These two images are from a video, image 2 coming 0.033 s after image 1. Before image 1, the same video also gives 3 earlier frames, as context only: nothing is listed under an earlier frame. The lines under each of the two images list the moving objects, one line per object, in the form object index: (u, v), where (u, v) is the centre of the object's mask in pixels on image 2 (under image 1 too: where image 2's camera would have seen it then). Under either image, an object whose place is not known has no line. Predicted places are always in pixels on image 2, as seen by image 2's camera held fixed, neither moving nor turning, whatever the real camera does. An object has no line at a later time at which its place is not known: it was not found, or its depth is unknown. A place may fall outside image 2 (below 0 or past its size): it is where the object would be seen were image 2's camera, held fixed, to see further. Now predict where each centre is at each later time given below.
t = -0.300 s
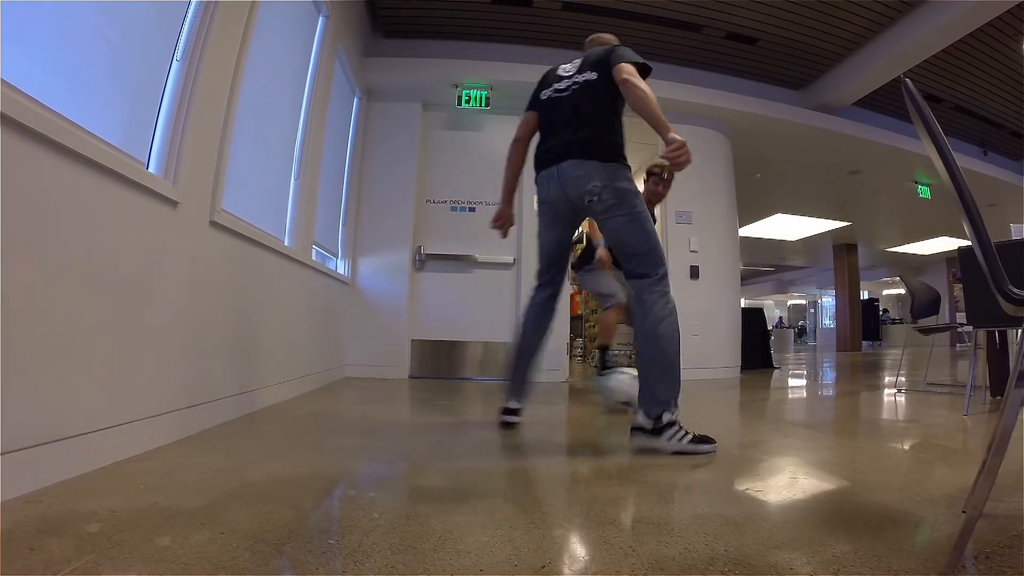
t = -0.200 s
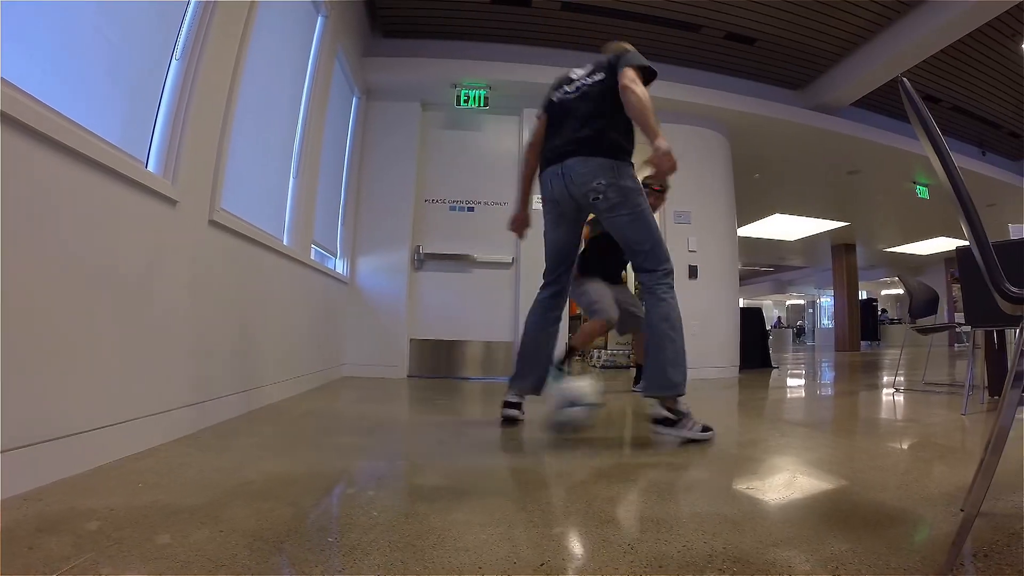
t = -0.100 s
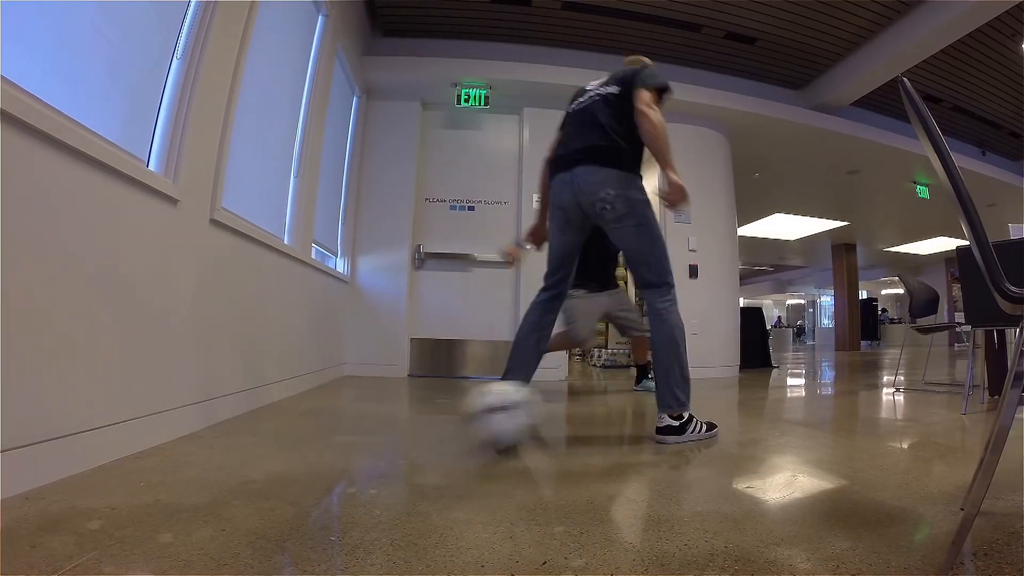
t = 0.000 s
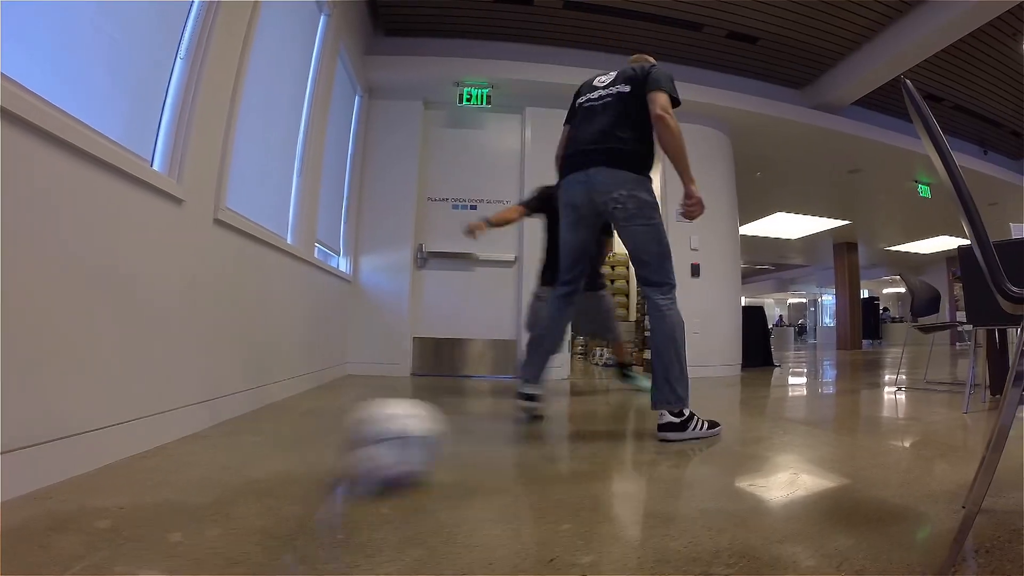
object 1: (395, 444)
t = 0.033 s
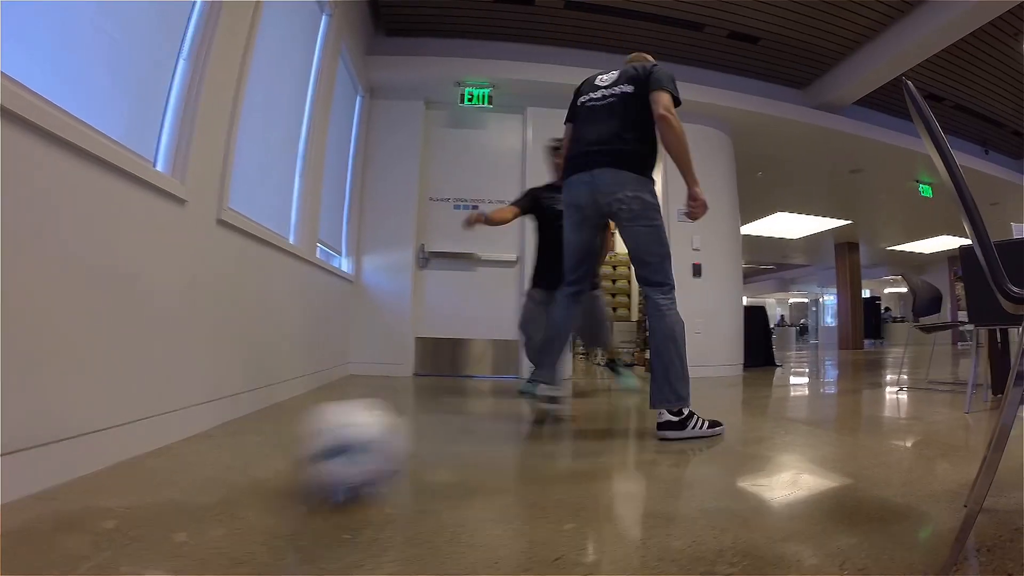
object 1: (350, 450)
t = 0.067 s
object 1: (298, 459)
